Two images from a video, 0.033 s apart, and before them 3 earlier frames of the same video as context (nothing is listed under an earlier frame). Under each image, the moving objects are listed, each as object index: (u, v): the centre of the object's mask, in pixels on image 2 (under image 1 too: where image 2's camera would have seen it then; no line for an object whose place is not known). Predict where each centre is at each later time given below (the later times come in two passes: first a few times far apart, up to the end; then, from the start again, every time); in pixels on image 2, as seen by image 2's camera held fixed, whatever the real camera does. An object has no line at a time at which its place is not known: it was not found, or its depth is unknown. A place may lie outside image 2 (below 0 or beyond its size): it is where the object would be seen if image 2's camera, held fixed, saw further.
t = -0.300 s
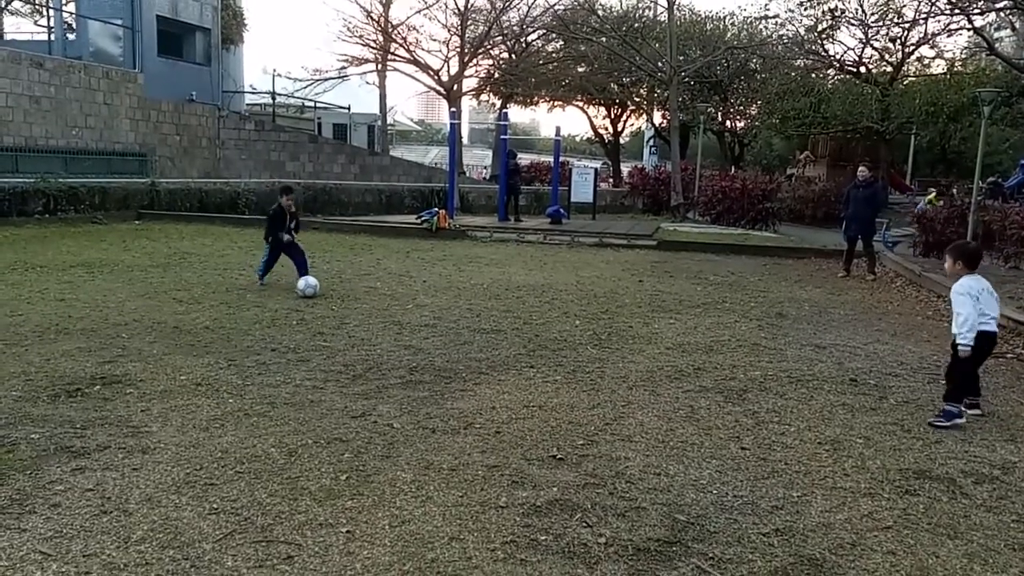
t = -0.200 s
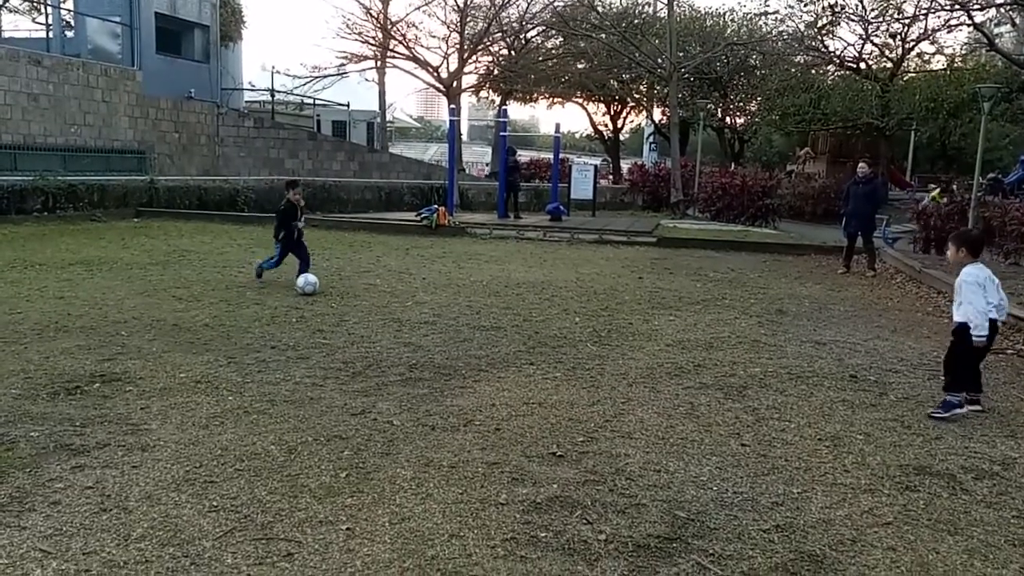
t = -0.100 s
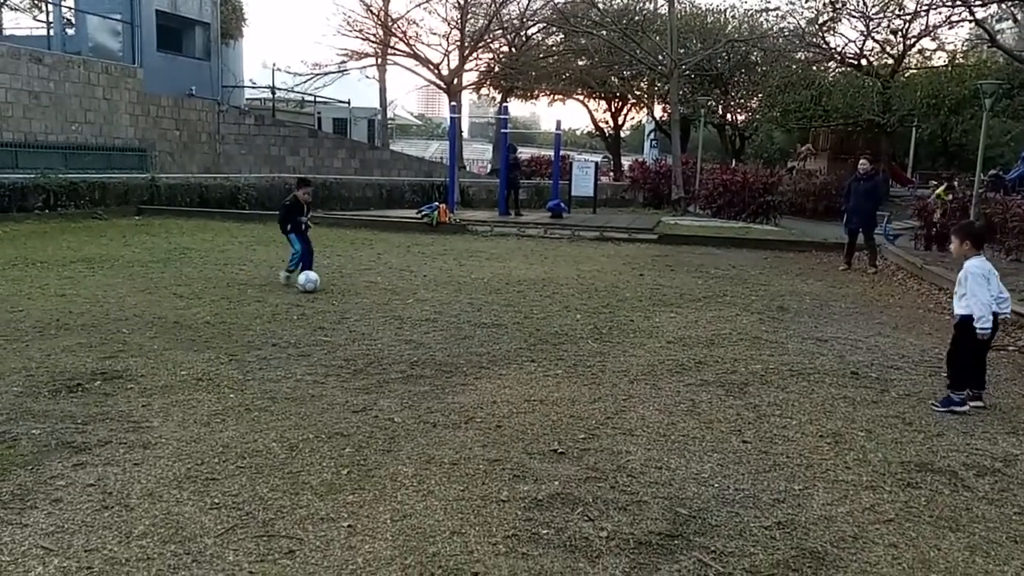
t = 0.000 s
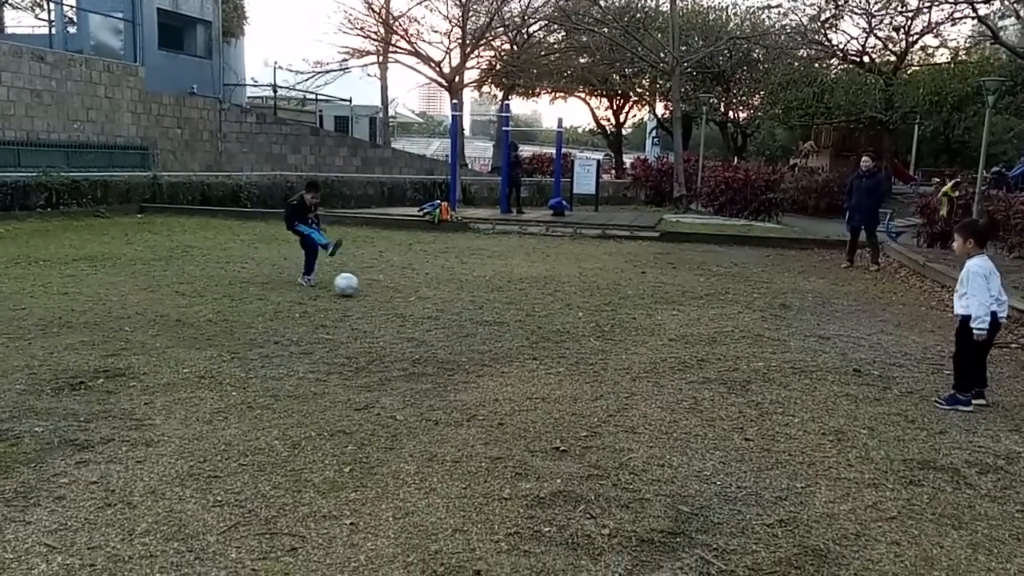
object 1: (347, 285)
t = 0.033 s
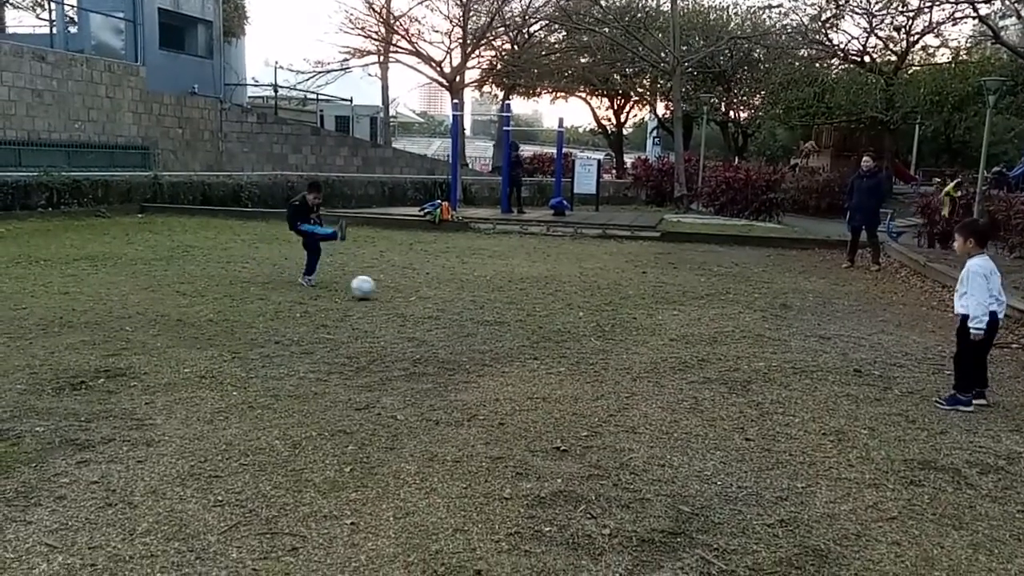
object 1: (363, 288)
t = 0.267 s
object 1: (475, 303)
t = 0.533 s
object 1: (599, 320)
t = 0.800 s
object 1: (724, 339)
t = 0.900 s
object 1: (776, 352)
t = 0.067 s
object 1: (378, 290)
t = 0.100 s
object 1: (395, 293)
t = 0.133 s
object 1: (410, 293)
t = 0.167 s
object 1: (426, 293)
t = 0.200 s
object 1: (442, 295)
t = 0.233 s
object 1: (459, 300)
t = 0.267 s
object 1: (475, 303)
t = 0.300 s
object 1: (490, 302)
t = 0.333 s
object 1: (505, 303)
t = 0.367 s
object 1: (521, 304)
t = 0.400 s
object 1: (537, 307)
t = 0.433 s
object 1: (553, 312)
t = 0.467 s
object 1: (570, 319)
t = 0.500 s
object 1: (586, 322)
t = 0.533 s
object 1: (599, 320)
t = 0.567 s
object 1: (614, 320)
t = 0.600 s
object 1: (630, 323)
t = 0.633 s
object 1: (645, 326)
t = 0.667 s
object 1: (660, 332)
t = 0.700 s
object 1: (677, 338)
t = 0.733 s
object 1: (692, 337)
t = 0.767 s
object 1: (708, 337)
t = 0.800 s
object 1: (724, 339)
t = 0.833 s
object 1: (740, 342)
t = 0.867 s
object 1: (758, 348)
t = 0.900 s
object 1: (776, 352)
